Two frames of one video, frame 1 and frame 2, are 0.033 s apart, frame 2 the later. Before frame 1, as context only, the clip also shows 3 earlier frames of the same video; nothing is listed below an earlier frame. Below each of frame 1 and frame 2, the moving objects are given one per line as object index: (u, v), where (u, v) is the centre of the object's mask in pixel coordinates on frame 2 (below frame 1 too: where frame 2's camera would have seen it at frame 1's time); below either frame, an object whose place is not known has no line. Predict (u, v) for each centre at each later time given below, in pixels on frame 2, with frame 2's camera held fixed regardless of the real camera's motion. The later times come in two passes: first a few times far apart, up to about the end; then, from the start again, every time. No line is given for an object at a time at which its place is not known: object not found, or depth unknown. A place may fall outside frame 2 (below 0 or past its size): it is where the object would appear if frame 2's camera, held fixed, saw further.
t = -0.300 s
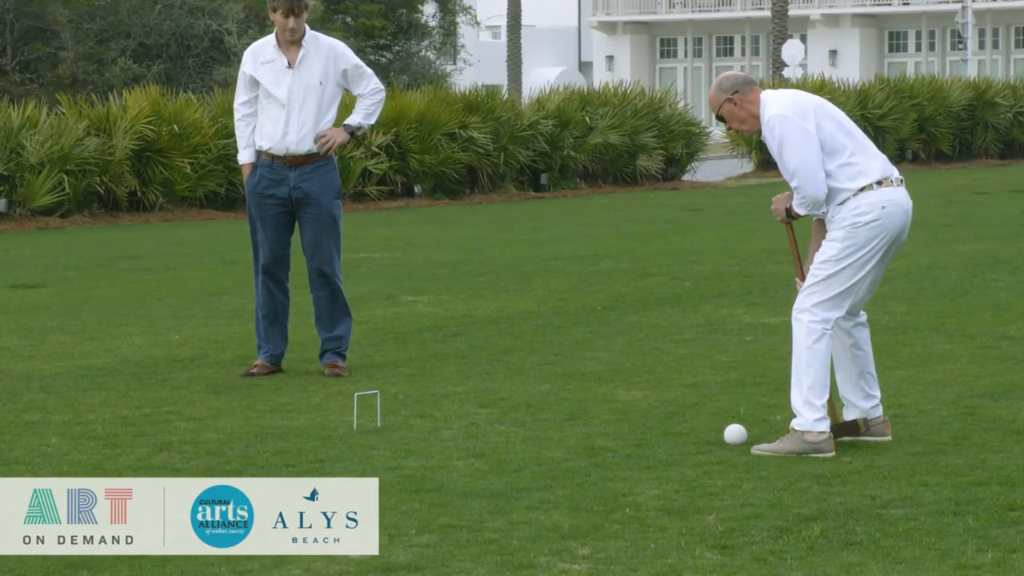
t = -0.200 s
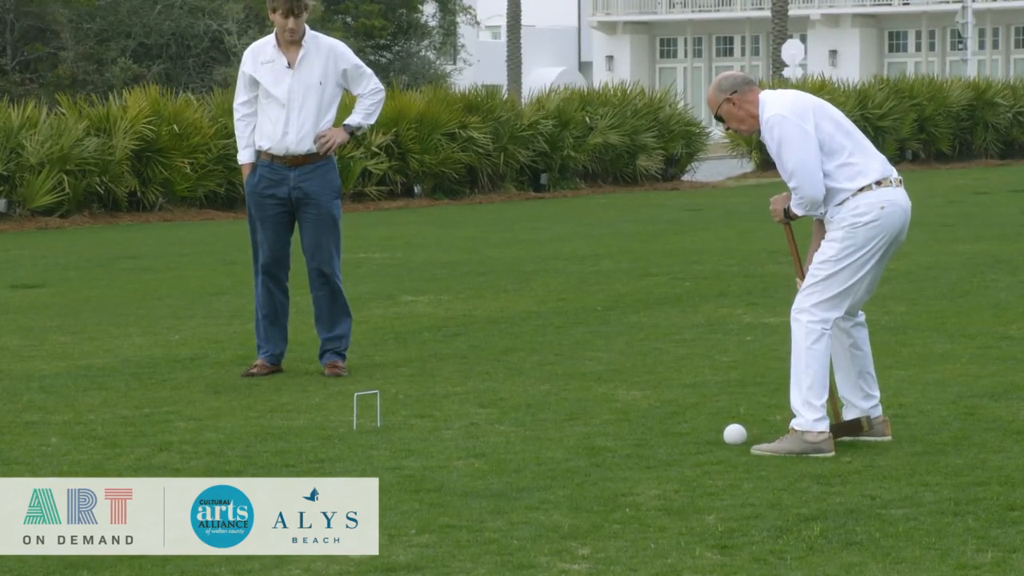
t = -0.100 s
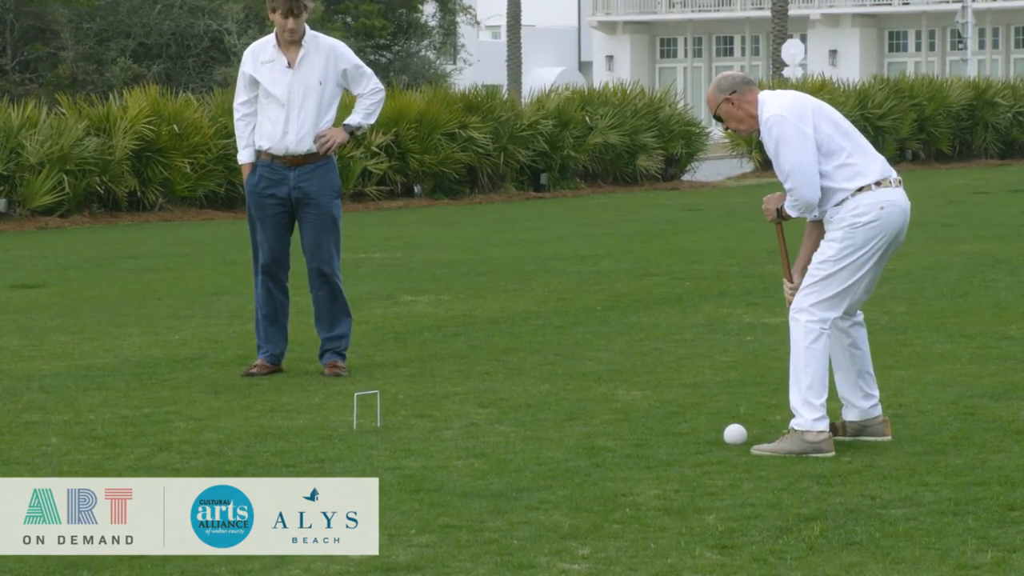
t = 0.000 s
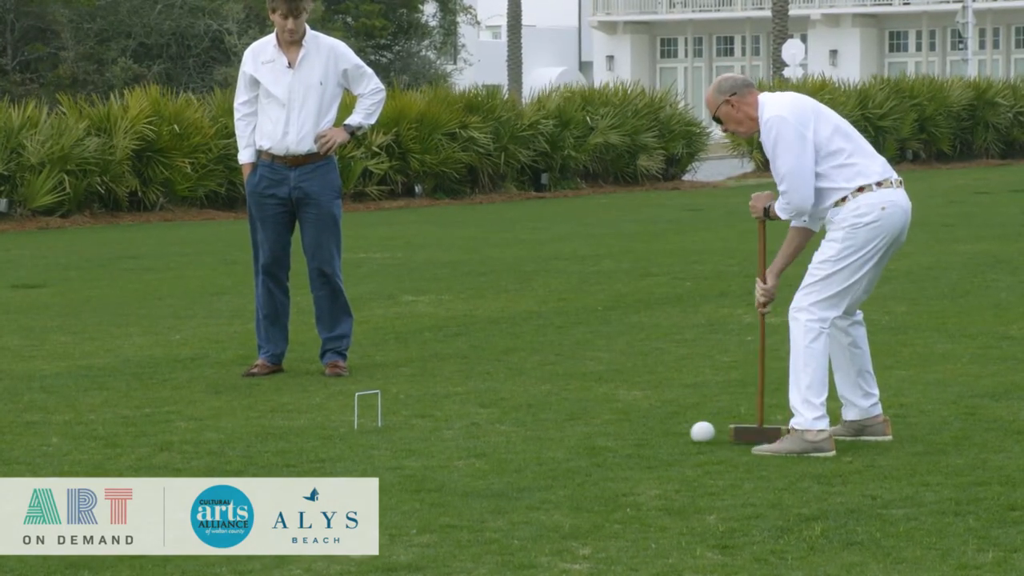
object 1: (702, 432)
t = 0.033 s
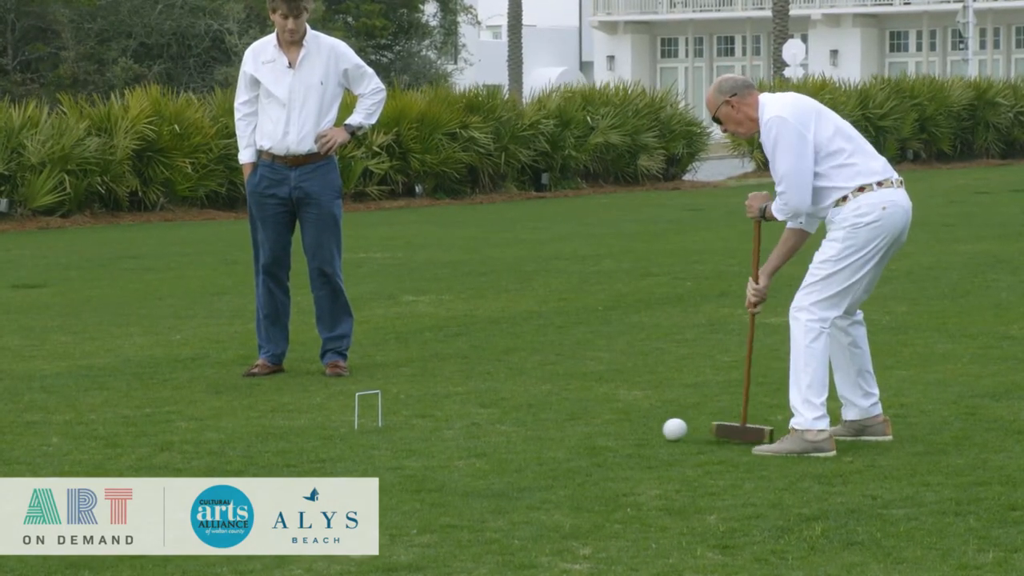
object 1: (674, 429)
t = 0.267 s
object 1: (516, 426)
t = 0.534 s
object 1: (381, 417)
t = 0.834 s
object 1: (311, 412)
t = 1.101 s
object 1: (268, 407)
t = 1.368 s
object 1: (236, 404)
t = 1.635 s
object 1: (214, 403)
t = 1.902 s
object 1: (198, 402)
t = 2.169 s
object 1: (196, 403)
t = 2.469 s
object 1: (197, 402)
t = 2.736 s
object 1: (197, 403)
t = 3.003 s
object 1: (197, 402)
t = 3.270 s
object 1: (197, 403)
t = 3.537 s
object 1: (197, 403)
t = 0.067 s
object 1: (647, 428)
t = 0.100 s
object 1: (619, 430)
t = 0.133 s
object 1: (594, 430)
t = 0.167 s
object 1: (574, 427)
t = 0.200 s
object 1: (555, 423)
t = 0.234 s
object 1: (535, 424)
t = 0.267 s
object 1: (516, 426)
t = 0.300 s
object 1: (497, 427)
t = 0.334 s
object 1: (479, 422)
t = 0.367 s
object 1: (463, 418)
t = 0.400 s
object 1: (445, 418)
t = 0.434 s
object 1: (428, 420)
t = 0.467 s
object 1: (411, 423)
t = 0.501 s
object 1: (396, 420)
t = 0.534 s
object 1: (381, 417)
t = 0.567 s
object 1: (365, 416)
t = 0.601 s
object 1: (357, 417)
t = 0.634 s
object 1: (352, 418)
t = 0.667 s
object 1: (344, 417)
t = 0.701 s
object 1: (337, 415)
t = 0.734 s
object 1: (330, 415)
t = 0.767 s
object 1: (324, 415)
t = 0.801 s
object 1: (317, 413)
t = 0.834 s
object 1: (311, 412)
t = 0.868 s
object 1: (305, 413)
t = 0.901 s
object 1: (299, 412)
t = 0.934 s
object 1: (293, 410)
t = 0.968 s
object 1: (288, 410)
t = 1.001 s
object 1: (282, 410)
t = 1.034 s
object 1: (277, 408)
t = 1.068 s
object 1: (273, 407)
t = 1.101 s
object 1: (268, 407)
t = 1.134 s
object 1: (264, 407)
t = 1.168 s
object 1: (259, 406)
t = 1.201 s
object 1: (255, 405)
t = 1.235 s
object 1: (251, 406)
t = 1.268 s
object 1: (247, 406)
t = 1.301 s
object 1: (243, 405)
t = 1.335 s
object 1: (239, 405)
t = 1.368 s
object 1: (236, 404)
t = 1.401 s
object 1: (232, 404)
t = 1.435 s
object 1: (229, 404)
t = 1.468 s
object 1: (226, 403)
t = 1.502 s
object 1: (223, 403)
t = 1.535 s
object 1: (220, 403)
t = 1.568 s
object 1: (218, 403)
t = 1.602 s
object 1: (216, 402)
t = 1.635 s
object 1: (214, 403)
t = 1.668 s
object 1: (211, 403)
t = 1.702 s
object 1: (209, 402)
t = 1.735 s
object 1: (207, 402)
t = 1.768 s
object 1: (205, 402)
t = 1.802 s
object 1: (203, 402)
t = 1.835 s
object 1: (202, 402)
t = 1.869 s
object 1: (200, 402)
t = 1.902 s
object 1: (198, 402)
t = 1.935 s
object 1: (197, 402)
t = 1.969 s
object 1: (196, 402)
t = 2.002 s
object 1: (196, 402)
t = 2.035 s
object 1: (195, 402)
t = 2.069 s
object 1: (195, 403)
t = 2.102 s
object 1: (196, 403)
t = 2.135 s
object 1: (196, 402)
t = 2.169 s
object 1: (196, 403)
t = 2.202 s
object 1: (196, 403)
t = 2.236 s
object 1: (197, 403)
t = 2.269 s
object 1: (197, 403)
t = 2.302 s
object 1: (197, 403)
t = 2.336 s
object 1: (197, 403)
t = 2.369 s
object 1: (197, 403)
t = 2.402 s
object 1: (197, 403)
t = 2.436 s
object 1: (197, 403)
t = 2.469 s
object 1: (197, 402)
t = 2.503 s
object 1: (197, 403)
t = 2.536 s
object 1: (197, 403)
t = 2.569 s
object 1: (197, 402)
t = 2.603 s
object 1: (197, 402)
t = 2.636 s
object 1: (197, 403)
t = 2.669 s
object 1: (197, 403)
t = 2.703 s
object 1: (197, 402)
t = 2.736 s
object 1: (197, 403)
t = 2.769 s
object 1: (197, 403)
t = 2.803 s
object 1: (197, 403)
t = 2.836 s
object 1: (197, 403)
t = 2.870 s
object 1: (197, 402)
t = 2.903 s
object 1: (197, 403)
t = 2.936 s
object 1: (197, 403)
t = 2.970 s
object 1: (197, 403)
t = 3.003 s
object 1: (197, 402)
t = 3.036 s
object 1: (197, 402)
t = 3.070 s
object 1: (197, 403)
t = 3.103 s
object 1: (197, 402)
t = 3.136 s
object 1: (197, 403)
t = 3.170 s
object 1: (197, 403)
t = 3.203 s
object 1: (197, 403)
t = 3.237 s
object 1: (197, 403)
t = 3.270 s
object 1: (197, 403)
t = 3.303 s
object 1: (197, 402)
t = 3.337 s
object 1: (197, 403)
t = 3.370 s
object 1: (197, 402)
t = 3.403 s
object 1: (197, 403)
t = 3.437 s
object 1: (197, 403)
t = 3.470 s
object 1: (197, 403)
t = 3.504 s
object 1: (197, 403)
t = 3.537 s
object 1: (197, 403)
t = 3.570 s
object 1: (197, 403)
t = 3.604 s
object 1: (197, 403)
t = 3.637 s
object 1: (197, 403)
